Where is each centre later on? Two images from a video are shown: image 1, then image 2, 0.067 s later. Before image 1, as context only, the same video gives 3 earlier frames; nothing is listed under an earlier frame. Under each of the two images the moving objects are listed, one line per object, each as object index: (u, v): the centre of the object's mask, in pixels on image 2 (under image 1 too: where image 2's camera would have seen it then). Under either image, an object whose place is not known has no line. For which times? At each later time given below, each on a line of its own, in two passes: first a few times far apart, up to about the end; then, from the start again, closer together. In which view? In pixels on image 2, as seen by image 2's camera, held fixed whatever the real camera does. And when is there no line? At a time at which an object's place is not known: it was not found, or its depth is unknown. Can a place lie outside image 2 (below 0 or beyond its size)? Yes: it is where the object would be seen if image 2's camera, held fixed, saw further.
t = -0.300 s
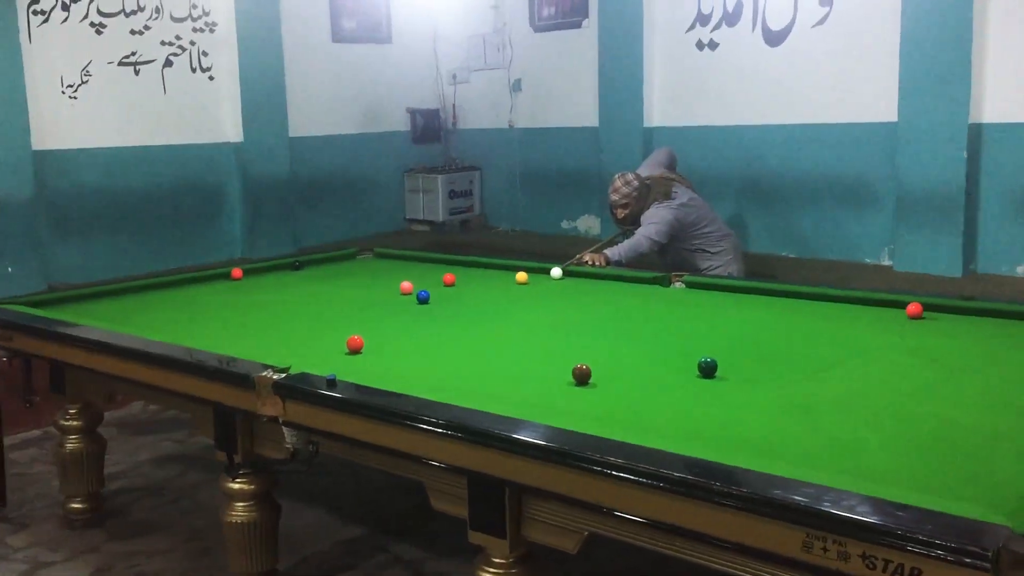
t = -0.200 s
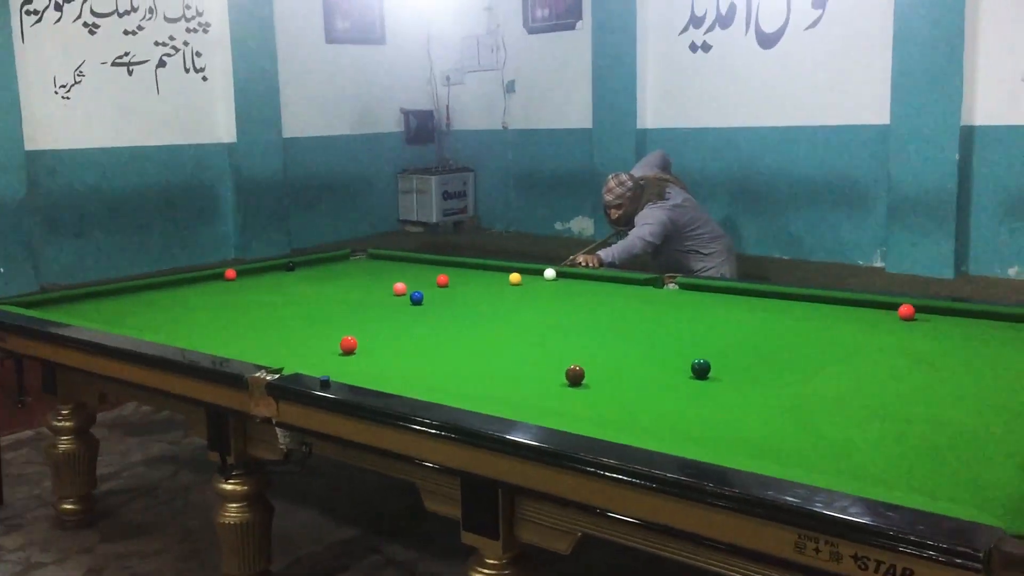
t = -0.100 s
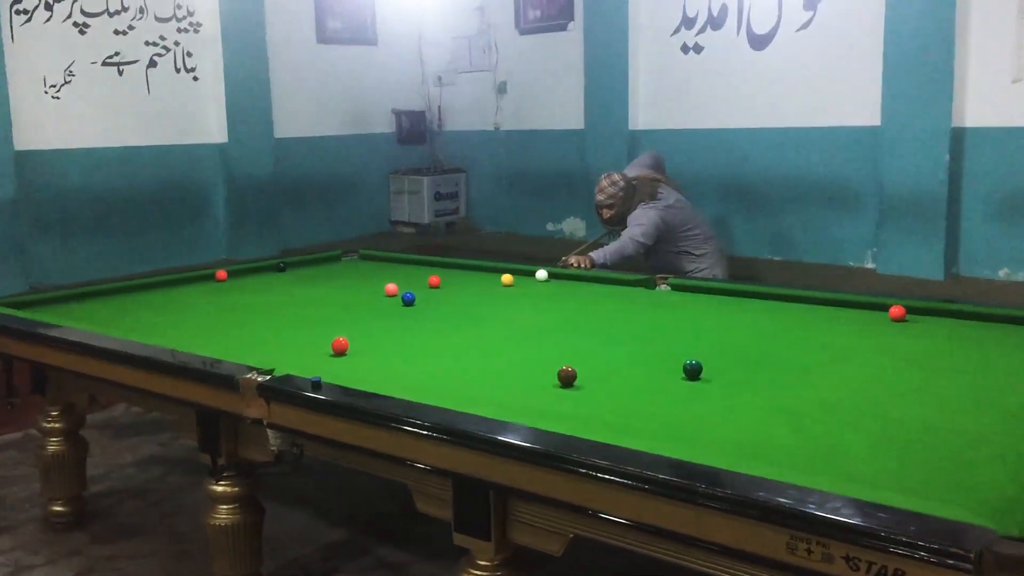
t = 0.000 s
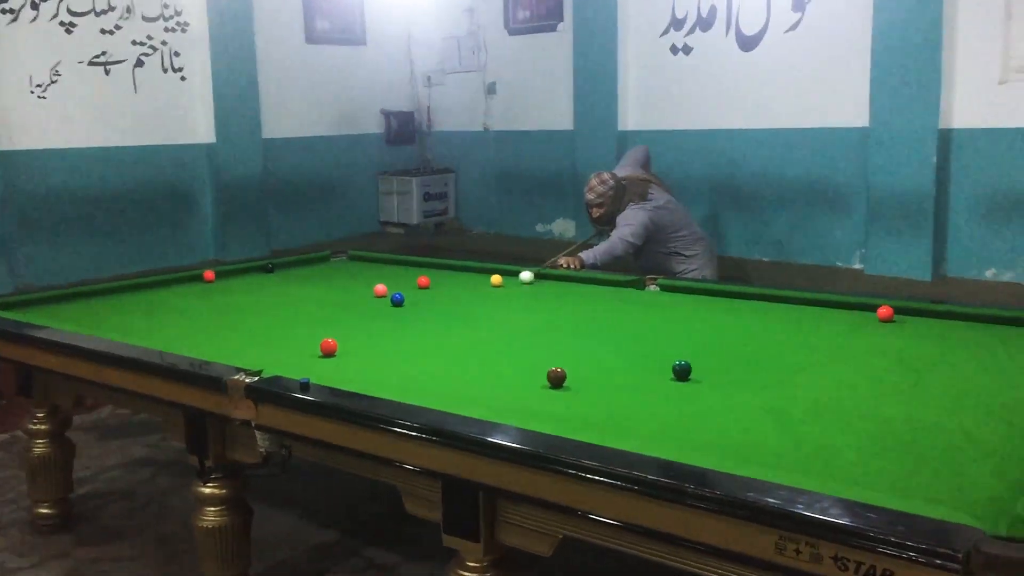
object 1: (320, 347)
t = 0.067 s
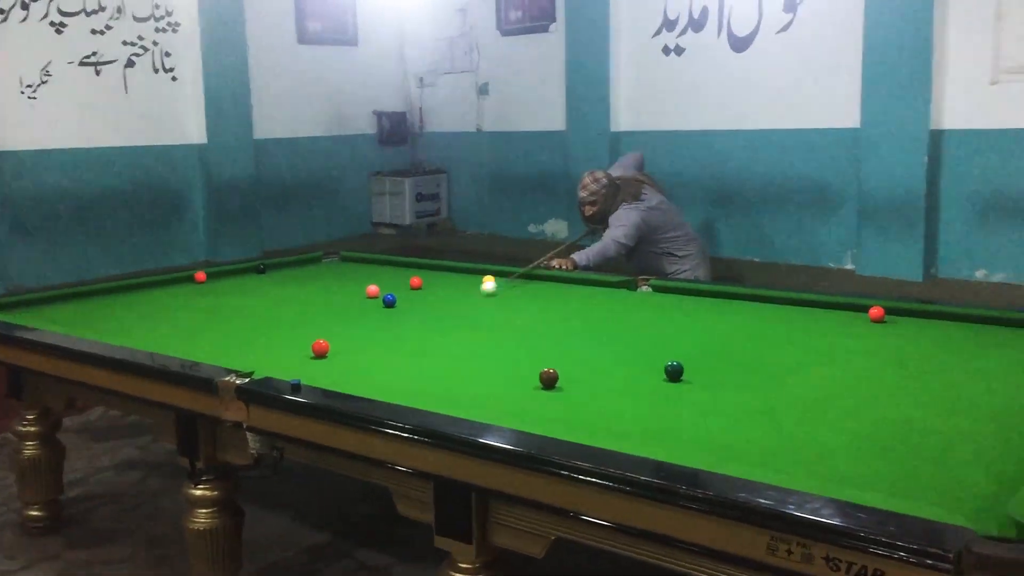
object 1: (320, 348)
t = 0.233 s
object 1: (320, 348)
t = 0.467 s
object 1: (295, 368)
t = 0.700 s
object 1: (434, 369)
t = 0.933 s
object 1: (568, 369)
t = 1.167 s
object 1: (665, 373)
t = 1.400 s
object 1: (714, 379)
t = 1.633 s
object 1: (763, 385)
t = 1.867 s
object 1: (812, 392)
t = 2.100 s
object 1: (862, 398)
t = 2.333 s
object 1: (912, 405)
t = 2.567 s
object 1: (961, 412)
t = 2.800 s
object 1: (1008, 418)
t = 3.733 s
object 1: (1012, 412)
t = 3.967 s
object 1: (997, 408)
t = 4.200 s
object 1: (984, 405)
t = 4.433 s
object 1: (976, 402)
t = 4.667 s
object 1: (969, 400)
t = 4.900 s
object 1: (965, 399)
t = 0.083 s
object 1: (320, 348)
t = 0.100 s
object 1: (320, 348)
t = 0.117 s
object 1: (320, 348)
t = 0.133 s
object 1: (320, 348)
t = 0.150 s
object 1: (320, 348)
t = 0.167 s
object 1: (320, 348)
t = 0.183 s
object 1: (320, 347)
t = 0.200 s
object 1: (320, 347)
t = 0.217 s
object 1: (320, 348)
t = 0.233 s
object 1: (320, 348)
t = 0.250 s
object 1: (320, 348)
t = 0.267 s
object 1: (320, 348)
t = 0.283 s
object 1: (320, 347)
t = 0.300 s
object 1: (320, 347)
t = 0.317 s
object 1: (320, 347)
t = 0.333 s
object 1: (320, 347)
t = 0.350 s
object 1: (310, 351)
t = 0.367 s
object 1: (299, 355)
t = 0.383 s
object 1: (286, 360)
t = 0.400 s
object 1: (275, 364)
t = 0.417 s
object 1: (264, 367)
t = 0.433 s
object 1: (271, 368)
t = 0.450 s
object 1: (284, 367)
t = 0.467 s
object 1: (295, 368)
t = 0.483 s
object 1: (306, 369)
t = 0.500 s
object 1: (317, 369)
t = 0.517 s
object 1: (328, 370)
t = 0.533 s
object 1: (338, 370)
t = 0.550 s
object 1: (348, 370)
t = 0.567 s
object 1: (358, 370)
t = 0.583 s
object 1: (367, 370)
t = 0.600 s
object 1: (377, 370)
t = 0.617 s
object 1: (387, 370)
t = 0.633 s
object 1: (396, 370)
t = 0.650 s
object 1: (406, 370)
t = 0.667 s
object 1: (415, 369)
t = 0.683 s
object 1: (425, 369)
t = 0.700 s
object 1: (434, 369)
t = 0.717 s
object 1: (444, 370)
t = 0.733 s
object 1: (453, 370)
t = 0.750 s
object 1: (463, 370)
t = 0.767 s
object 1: (473, 369)
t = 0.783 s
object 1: (482, 369)
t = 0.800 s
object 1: (491, 370)
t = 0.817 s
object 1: (501, 369)
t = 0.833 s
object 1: (510, 370)
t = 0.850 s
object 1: (520, 370)
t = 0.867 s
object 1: (529, 370)
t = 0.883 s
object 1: (537, 368)
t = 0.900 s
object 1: (550, 366)
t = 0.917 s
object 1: (560, 368)
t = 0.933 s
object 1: (568, 369)
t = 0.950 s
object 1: (578, 370)
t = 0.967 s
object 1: (588, 370)
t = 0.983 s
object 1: (597, 370)
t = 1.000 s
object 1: (607, 370)
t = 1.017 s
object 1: (616, 370)
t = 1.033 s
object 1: (626, 370)
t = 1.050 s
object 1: (636, 370)
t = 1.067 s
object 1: (645, 370)
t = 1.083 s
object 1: (654, 370)
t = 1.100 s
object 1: (655, 371)
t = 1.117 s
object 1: (657, 371)
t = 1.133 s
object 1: (660, 372)
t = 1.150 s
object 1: (662, 372)
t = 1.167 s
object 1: (665, 373)
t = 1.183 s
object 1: (668, 373)
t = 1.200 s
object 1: (672, 373)
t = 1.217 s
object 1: (675, 374)
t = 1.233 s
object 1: (678, 374)
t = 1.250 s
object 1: (682, 375)
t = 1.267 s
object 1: (686, 376)
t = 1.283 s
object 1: (689, 376)
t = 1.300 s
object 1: (693, 377)
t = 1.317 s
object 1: (696, 377)
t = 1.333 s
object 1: (700, 377)
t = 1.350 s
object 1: (703, 378)
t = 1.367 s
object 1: (707, 378)
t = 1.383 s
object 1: (710, 379)
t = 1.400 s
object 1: (714, 379)
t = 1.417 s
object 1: (718, 379)
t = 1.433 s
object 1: (721, 380)
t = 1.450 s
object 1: (725, 381)
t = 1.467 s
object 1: (728, 381)
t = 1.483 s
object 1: (732, 381)
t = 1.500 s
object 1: (735, 382)
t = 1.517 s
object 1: (738, 382)
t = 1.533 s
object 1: (742, 383)
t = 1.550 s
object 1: (746, 383)
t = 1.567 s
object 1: (749, 383)
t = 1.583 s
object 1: (753, 384)
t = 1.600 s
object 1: (756, 384)
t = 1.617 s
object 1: (760, 385)
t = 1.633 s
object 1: (763, 385)
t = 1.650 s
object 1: (767, 386)
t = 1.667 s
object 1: (770, 386)
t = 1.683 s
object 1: (774, 386)
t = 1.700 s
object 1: (777, 387)
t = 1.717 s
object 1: (781, 387)
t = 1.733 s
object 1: (785, 388)
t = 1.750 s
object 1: (788, 388)
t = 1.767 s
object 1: (792, 389)
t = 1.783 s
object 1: (795, 389)
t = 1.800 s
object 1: (799, 390)
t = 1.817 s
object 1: (802, 390)
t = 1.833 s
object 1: (805, 391)
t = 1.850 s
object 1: (809, 391)
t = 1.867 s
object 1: (812, 392)
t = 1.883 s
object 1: (816, 392)
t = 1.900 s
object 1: (819, 392)
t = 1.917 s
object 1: (823, 393)
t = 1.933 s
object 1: (827, 394)
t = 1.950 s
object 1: (830, 394)
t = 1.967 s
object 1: (834, 394)
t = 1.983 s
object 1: (837, 395)
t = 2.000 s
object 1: (841, 395)
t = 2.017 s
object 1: (844, 396)
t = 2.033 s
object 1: (848, 396)
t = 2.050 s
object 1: (851, 397)
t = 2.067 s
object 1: (855, 397)
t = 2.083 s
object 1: (859, 397)
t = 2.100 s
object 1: (862, 398)
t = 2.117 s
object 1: (866, 399)
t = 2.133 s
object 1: (869, 399)
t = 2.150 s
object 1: (872, 400)
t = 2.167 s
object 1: (876, 400)
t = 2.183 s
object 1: (880, 401)
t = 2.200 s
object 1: (883, 401)
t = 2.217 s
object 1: (887, 401)
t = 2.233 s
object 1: (890, 402)
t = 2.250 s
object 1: (894, 402)
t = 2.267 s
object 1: (897, 402)
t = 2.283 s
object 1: (901, 403)
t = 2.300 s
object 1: (905, 404)
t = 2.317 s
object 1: (908, 405)
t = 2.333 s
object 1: (912, 405)
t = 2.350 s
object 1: (915, 405)
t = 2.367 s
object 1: (919, 406)
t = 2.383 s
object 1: (922, 406)
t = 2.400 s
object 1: (926, 407)
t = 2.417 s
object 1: (929, 407)
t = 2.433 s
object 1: (933, 408)
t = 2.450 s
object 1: (936, 409)
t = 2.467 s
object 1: (940, 409)
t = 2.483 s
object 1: (943, 409)
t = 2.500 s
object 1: (947, 409)
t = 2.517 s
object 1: (950, 410)
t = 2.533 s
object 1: (954, 411)
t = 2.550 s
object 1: (957, 411)
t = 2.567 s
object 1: (961, 412)
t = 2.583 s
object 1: (964, 412)
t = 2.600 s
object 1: (967, 413)
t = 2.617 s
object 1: (971, 413)
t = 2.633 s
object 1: (975, 413)
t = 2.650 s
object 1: (978, 414)
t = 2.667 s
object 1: (981, 415)
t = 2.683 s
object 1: (985, 415)
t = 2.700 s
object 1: (988, 416)
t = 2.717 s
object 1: (992, 416)
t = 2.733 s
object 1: (995, 417)
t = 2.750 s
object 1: (998, 417)
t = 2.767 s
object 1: (1002, 418)
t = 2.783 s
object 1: (1005, 418)
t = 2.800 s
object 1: (1008, 418)
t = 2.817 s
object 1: (1011, 419)
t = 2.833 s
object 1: (1015, 419)
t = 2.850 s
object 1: (1018, 420)
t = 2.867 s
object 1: (1021, 420)
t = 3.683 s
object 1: (1016, 413)
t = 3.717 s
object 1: (1013, 412)
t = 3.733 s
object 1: (1012, 412)
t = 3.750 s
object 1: (1011, 412)
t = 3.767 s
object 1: (1010, 411)
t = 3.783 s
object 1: (1008, 411)
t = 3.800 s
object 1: (1007, 411)
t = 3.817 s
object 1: (1006, 411)
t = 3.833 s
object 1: (1005, 410)
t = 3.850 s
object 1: (1004, 410)
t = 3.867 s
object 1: (1003, 410)
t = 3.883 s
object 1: (1002, 409)
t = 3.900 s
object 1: (1001, 409)
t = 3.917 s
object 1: (1000, 409)
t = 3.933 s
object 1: (999, 408)
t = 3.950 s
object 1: (998, 408)
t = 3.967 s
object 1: (997, 408)
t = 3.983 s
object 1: (996, 408)
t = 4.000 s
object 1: (995, 407)
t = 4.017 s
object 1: (994, 407)
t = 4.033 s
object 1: (993, 406)
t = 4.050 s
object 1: (992, 407)
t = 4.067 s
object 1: (991, 406)
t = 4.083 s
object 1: (990, 406)
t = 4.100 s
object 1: (989, 406)
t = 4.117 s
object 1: (988, 406)
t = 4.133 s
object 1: (988, 405)
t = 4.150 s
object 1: (986, 405)
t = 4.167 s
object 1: (986, 405)
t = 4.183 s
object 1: (985, 405)
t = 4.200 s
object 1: (984, 405)
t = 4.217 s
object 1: (983, 404)
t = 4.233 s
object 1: (983, 404)
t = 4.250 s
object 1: (982, 404)
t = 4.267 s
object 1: (982, 404)
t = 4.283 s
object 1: (981, 404)
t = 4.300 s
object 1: (981, 403)
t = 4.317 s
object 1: (980, 403)
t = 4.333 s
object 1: (979, 403)
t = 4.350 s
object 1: (979, 403)
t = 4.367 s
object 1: (978, 403)
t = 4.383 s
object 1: (978, 403)
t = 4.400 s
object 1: (977, 403)
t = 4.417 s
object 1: (976, 402)
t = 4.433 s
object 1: (976, 402)
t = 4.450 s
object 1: (975, 402)
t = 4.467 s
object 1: (975, 402)
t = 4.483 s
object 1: (974, 402)
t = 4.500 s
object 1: (974, 401)
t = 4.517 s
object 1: (973, 401)
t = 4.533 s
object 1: (973, 401)
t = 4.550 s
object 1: (972, 401)
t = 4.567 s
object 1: (972, 401)
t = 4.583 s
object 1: (971, 401)
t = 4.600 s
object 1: (971, 401)
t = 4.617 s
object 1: (970, 401)
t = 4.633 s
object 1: (970, 400)
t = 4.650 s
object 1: (970, 401)
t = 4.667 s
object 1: (969, 400)
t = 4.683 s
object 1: (969, 400)
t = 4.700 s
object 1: (969, 400)
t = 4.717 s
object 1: (968, 400)
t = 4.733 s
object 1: (968, 400)
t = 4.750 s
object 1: (968, 400)
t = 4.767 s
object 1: (967, 400)
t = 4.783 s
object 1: (967, 400)
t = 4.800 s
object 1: (966, 400)
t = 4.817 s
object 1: (966, 400)
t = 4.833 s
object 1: (966, 400)
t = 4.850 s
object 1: (966, 400)
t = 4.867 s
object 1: (965, 400)
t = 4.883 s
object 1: (965, 399)
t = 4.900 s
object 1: (965, 399)
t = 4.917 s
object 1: (965, 399)
